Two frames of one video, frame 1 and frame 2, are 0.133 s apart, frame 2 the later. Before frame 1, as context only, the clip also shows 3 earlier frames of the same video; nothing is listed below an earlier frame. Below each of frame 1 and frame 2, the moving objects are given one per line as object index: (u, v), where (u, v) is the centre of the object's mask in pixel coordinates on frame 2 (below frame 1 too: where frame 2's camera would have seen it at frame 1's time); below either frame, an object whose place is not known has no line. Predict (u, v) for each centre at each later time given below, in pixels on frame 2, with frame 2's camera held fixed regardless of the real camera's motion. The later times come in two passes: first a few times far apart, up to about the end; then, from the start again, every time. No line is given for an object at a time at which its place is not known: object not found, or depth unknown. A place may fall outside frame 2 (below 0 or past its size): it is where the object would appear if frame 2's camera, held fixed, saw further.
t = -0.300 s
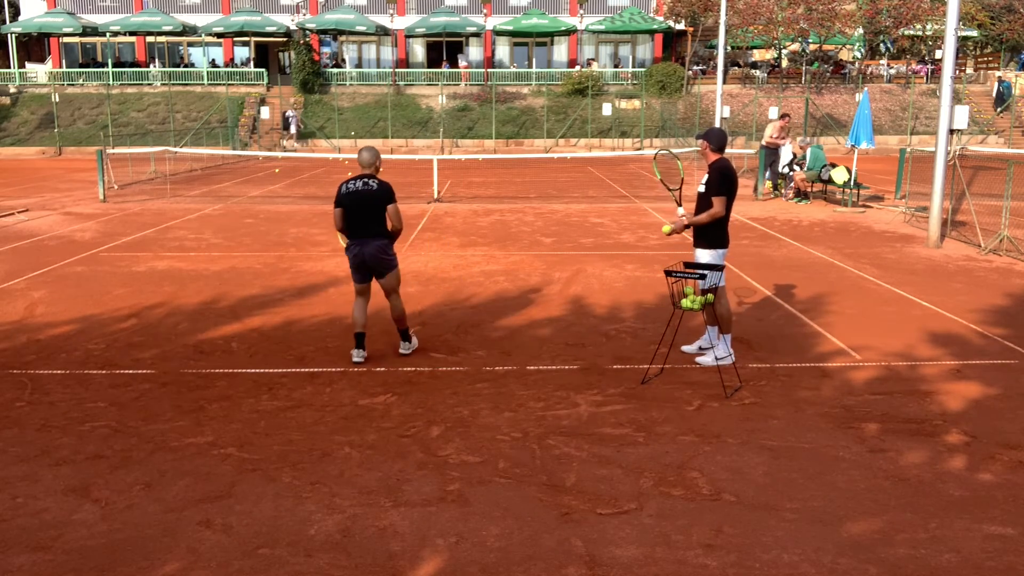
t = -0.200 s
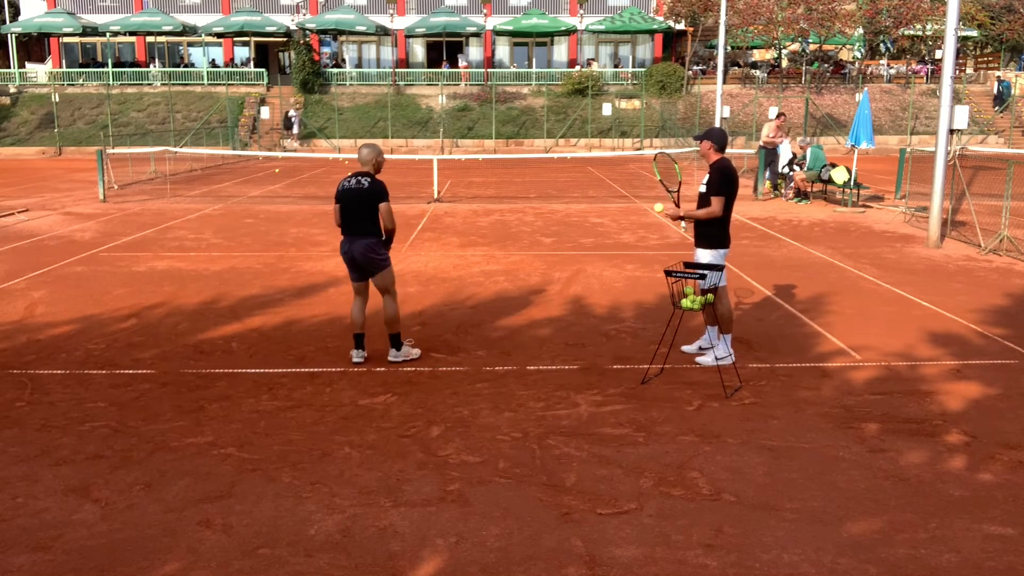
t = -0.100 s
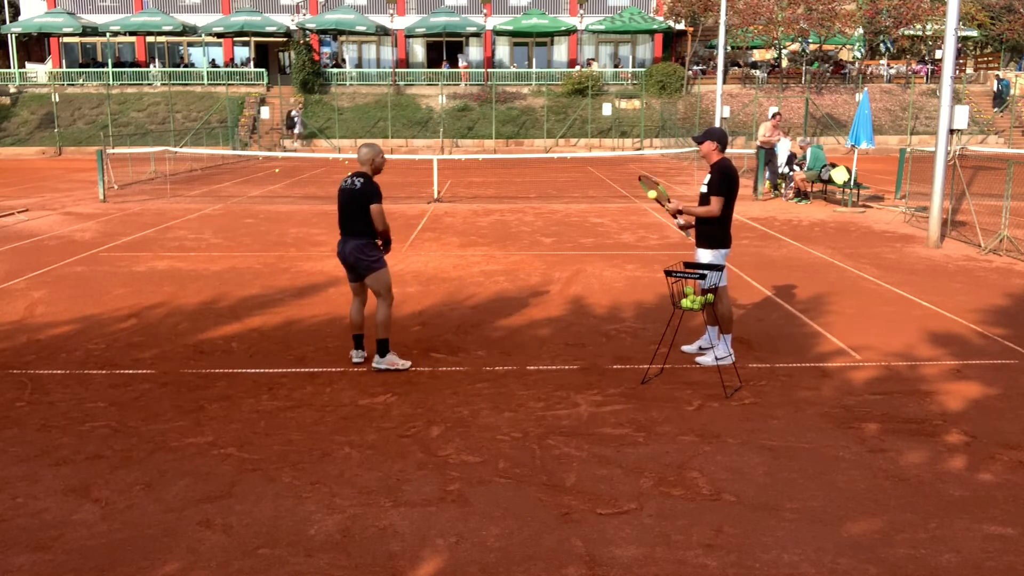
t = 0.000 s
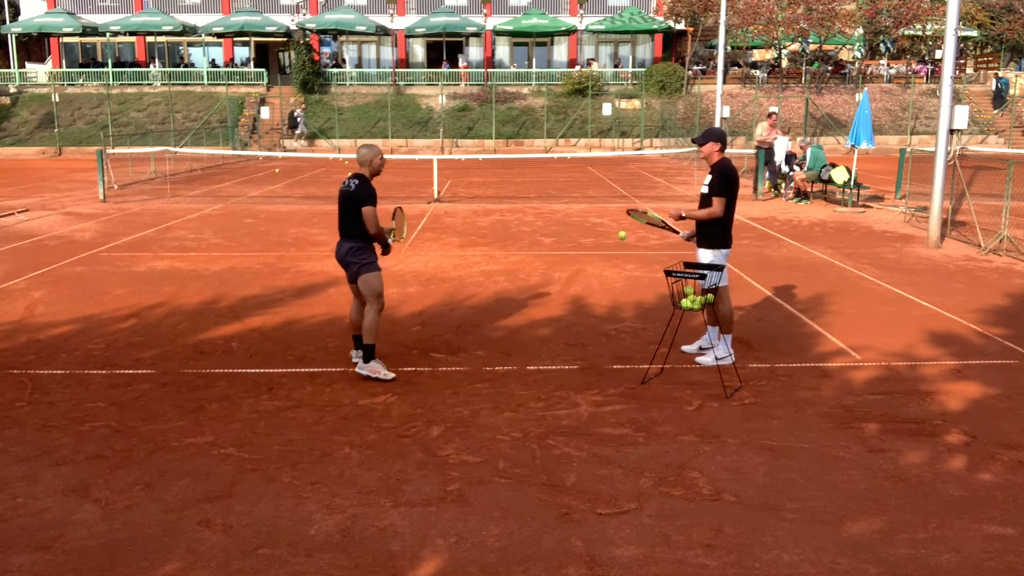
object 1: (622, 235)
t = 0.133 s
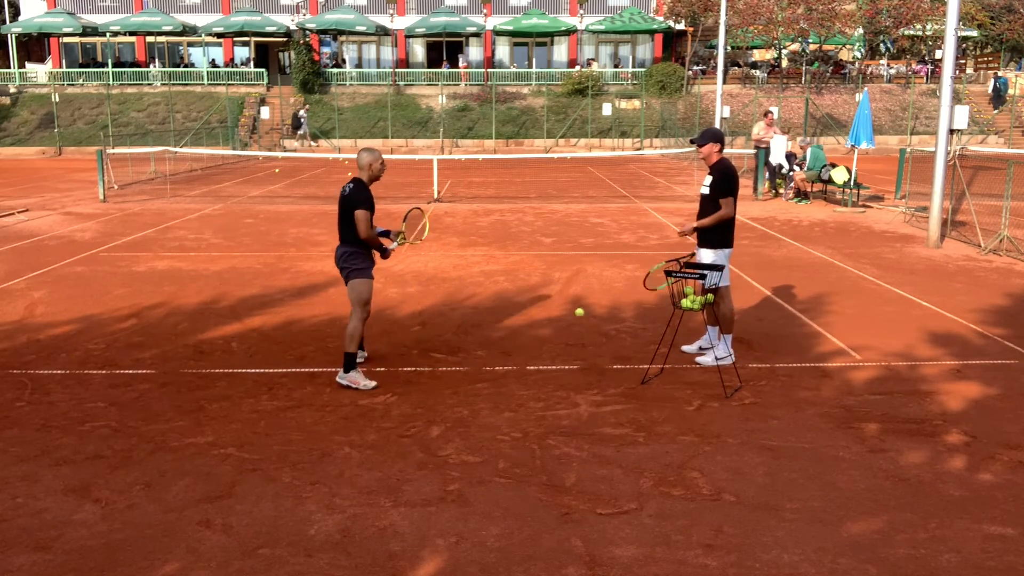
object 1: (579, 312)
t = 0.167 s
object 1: (569, 334)
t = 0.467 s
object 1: (516, 250)
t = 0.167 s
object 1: (569, 334)
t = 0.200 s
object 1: (559, 355)
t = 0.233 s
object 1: (554, 337)
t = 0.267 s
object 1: (548, 321)
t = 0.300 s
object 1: (543, 306)
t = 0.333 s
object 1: (538, 292)
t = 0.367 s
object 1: (533, 279)
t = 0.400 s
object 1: (527, 268)
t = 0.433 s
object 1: (522, 258)
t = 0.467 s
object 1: (516, 250)
